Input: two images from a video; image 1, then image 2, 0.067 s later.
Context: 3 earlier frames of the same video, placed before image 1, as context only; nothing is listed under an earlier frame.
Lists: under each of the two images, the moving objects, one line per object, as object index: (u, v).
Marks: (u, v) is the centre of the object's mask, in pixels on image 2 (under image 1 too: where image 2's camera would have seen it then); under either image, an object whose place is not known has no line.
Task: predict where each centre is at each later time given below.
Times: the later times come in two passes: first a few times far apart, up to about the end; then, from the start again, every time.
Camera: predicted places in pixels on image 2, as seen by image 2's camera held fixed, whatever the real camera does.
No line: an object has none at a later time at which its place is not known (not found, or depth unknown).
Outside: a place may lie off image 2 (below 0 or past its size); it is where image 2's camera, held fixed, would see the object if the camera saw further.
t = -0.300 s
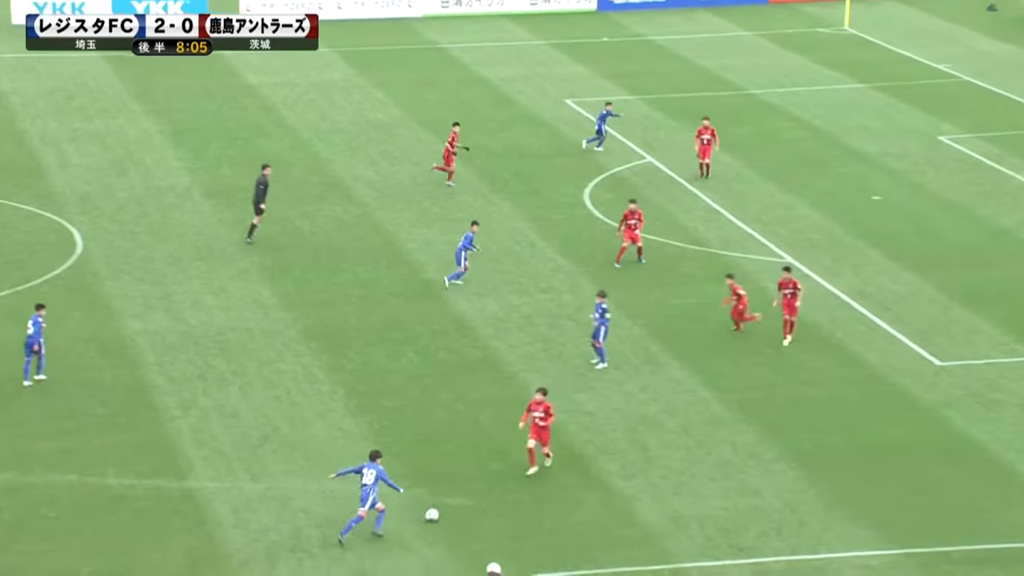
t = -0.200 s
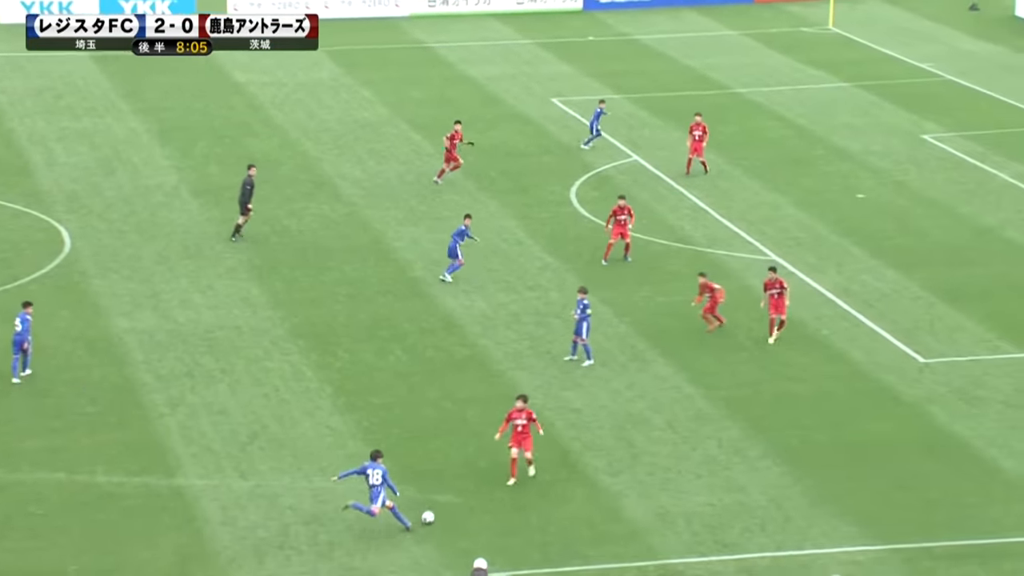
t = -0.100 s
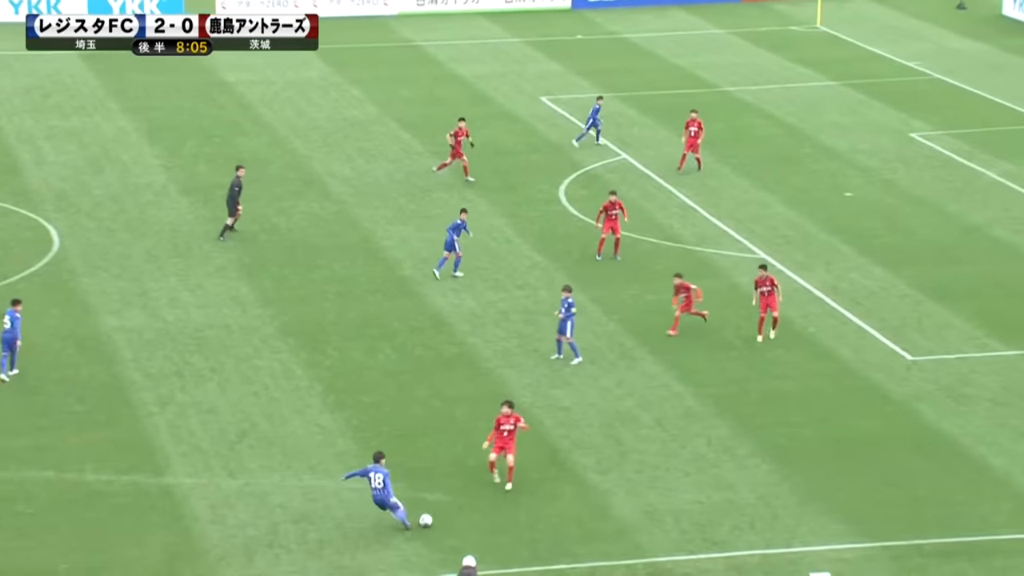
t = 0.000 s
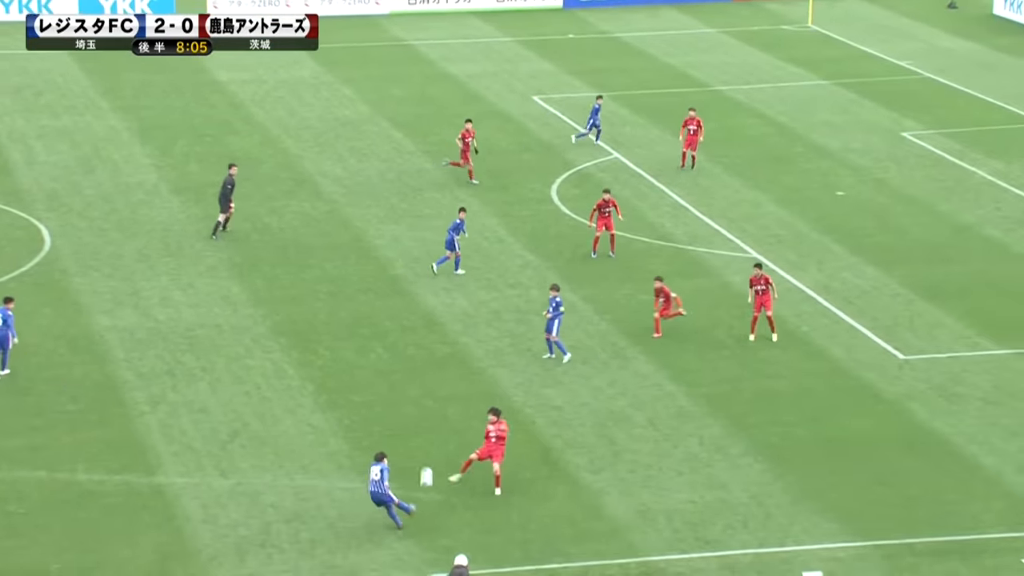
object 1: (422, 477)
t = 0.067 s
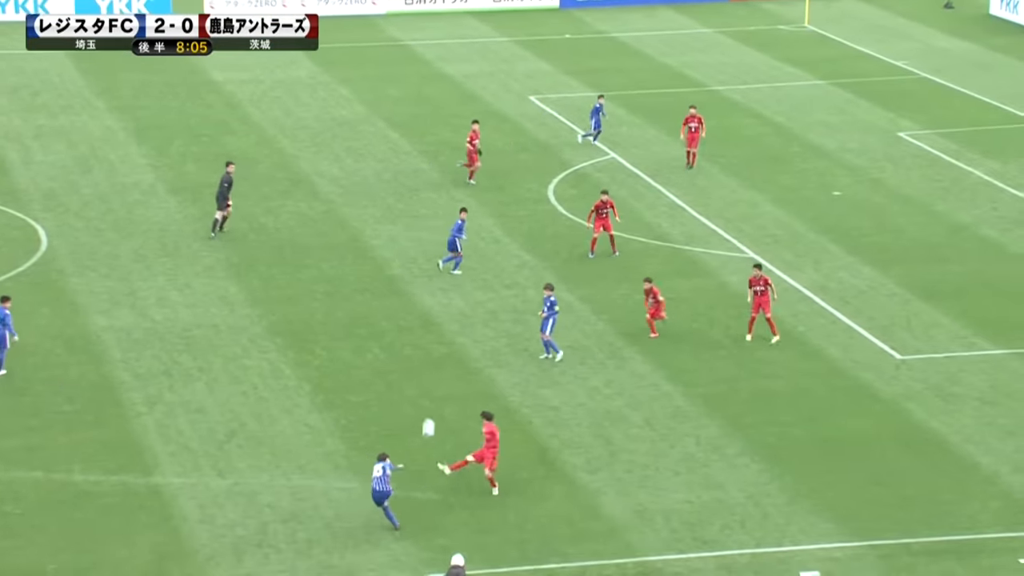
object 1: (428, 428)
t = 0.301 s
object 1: (442, 284)
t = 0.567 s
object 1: (453, 166)
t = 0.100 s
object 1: (430, 404)
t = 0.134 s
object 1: (432, 382)
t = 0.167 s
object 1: (434, 361)
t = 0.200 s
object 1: (436, 341)
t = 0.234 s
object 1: (438, 321)
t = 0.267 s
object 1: (440, 302)
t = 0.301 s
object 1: (442, 284)
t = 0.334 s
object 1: (443, 267)
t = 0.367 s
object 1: (445, 251)
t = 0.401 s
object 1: (446, 235)
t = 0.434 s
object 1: (448, 220)
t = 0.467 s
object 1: (449, 205)
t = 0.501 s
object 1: (451, 192)
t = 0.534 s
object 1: (452, 179)
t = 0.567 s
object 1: (453, 166)
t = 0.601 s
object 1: (454, 154)
